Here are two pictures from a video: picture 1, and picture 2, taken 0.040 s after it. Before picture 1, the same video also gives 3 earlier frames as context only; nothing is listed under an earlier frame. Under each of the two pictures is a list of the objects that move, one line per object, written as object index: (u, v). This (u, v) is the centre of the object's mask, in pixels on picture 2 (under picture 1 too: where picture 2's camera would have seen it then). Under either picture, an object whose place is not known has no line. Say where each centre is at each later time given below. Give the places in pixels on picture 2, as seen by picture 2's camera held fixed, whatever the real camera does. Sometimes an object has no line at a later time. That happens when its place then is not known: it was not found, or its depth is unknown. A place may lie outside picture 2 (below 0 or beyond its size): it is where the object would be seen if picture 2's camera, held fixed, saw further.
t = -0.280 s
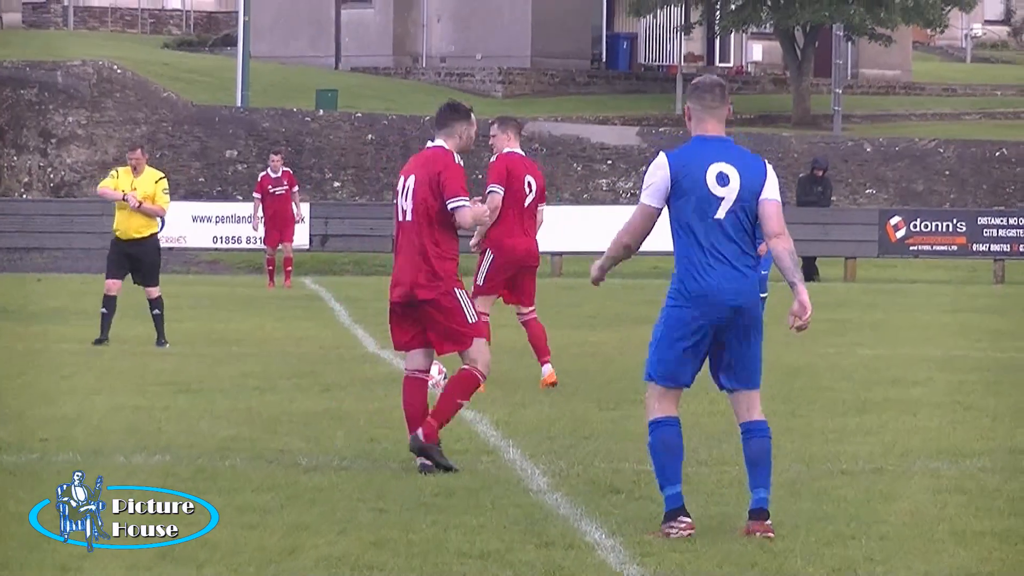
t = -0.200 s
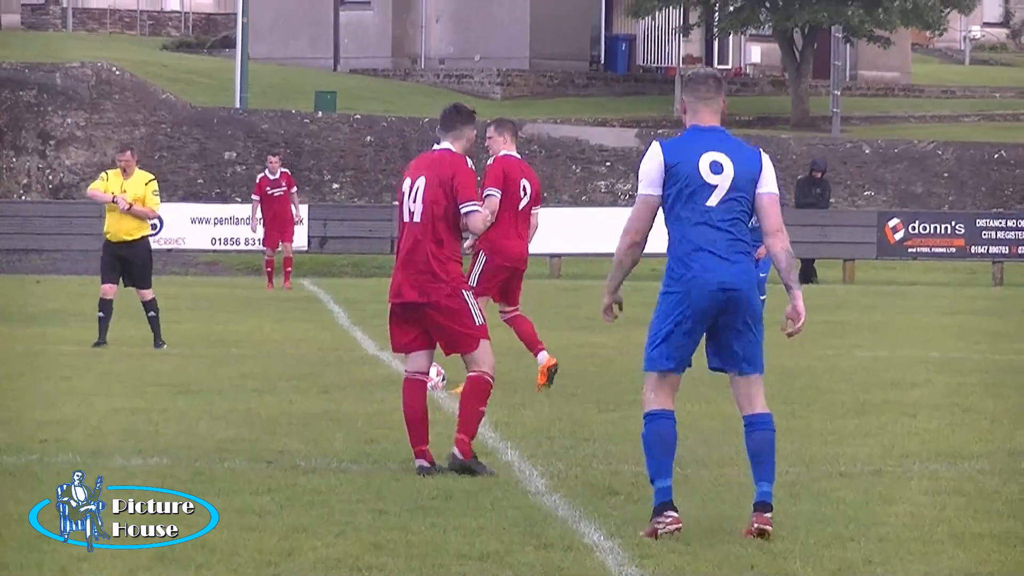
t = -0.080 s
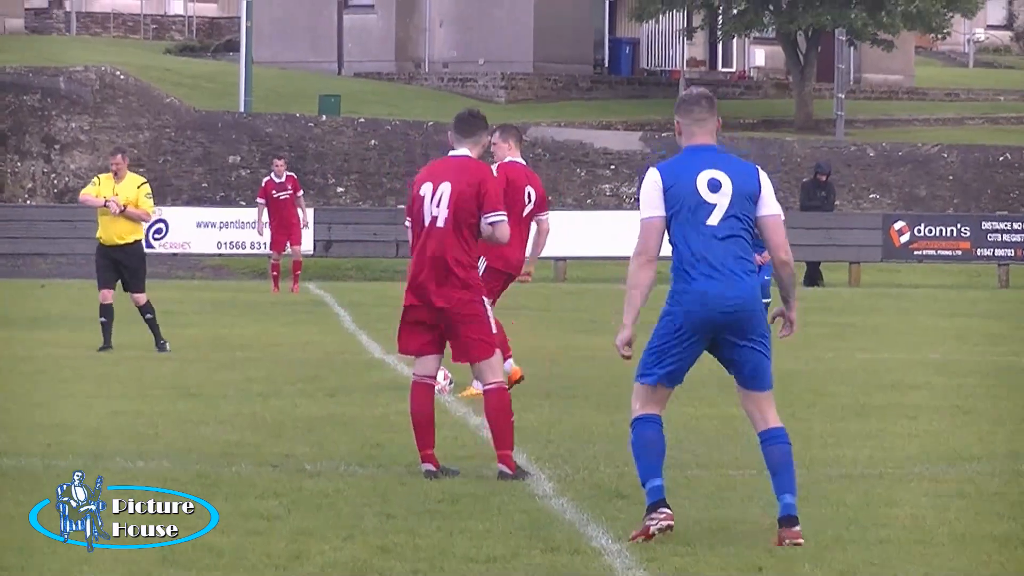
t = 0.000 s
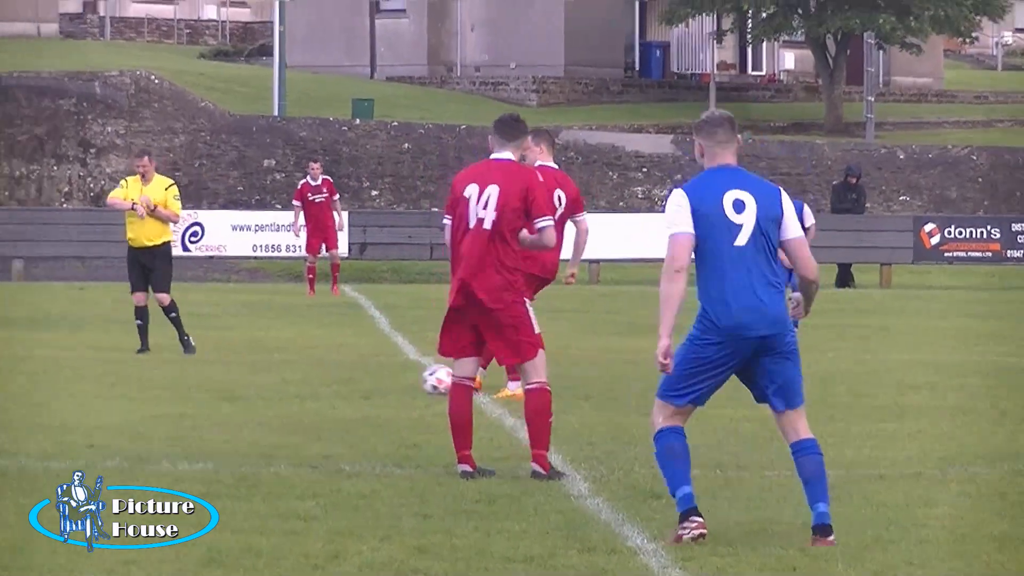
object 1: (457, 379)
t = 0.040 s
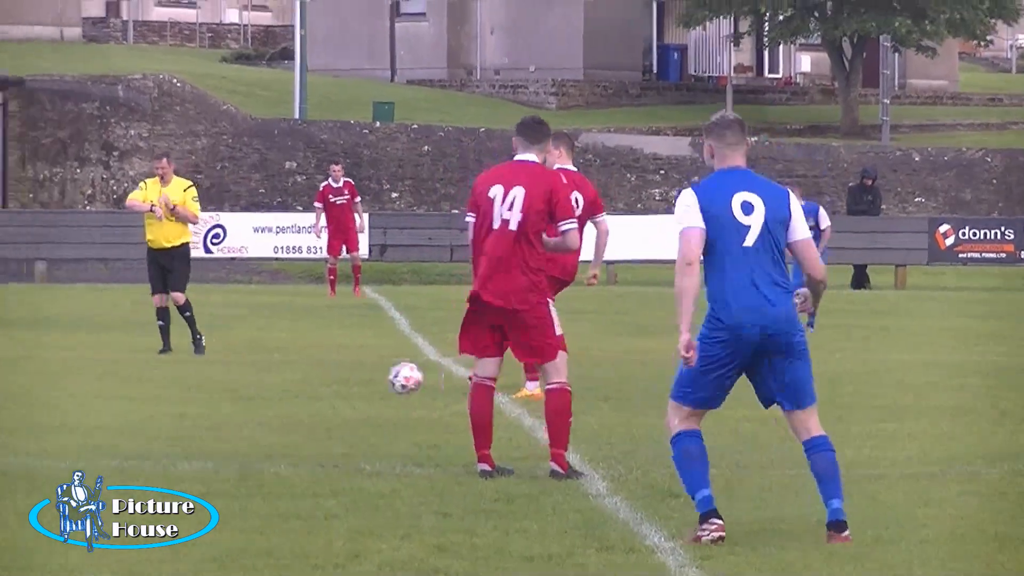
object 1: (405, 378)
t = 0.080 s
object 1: (351, 376)
